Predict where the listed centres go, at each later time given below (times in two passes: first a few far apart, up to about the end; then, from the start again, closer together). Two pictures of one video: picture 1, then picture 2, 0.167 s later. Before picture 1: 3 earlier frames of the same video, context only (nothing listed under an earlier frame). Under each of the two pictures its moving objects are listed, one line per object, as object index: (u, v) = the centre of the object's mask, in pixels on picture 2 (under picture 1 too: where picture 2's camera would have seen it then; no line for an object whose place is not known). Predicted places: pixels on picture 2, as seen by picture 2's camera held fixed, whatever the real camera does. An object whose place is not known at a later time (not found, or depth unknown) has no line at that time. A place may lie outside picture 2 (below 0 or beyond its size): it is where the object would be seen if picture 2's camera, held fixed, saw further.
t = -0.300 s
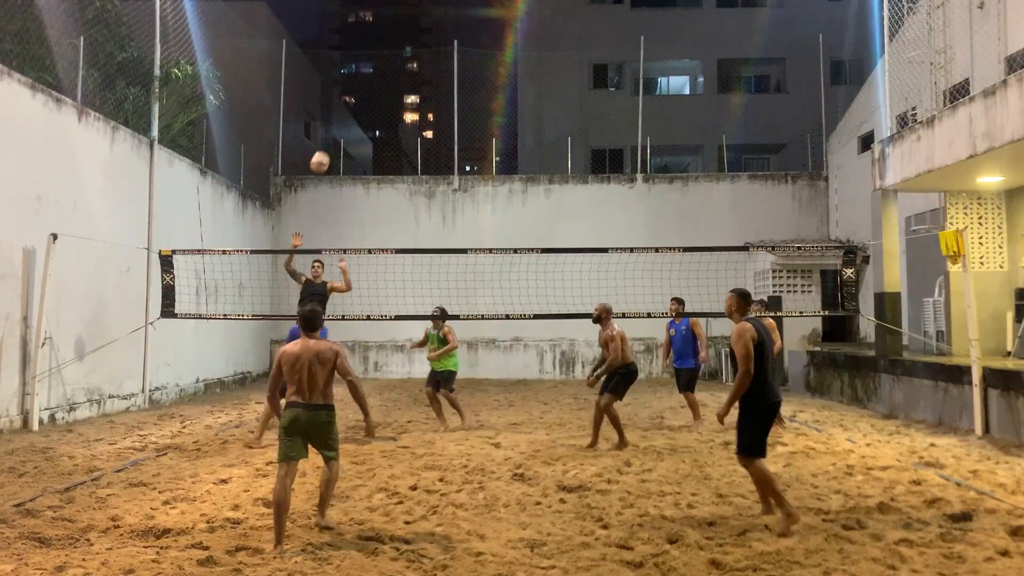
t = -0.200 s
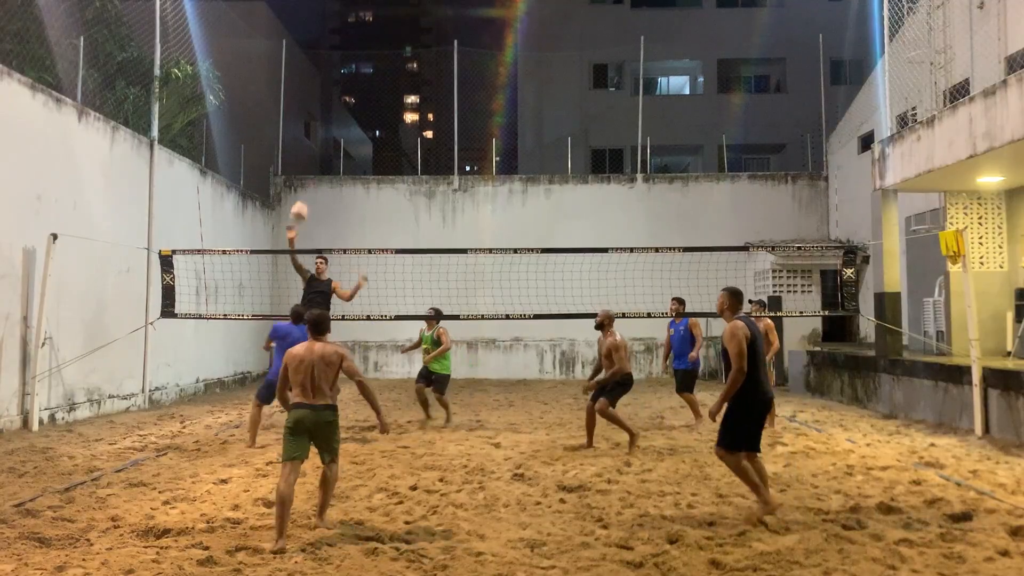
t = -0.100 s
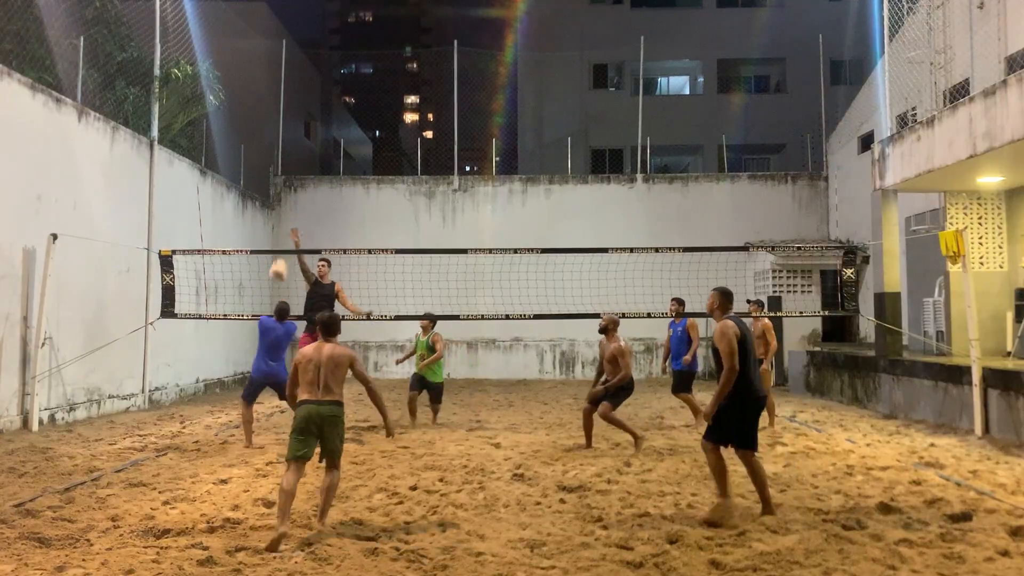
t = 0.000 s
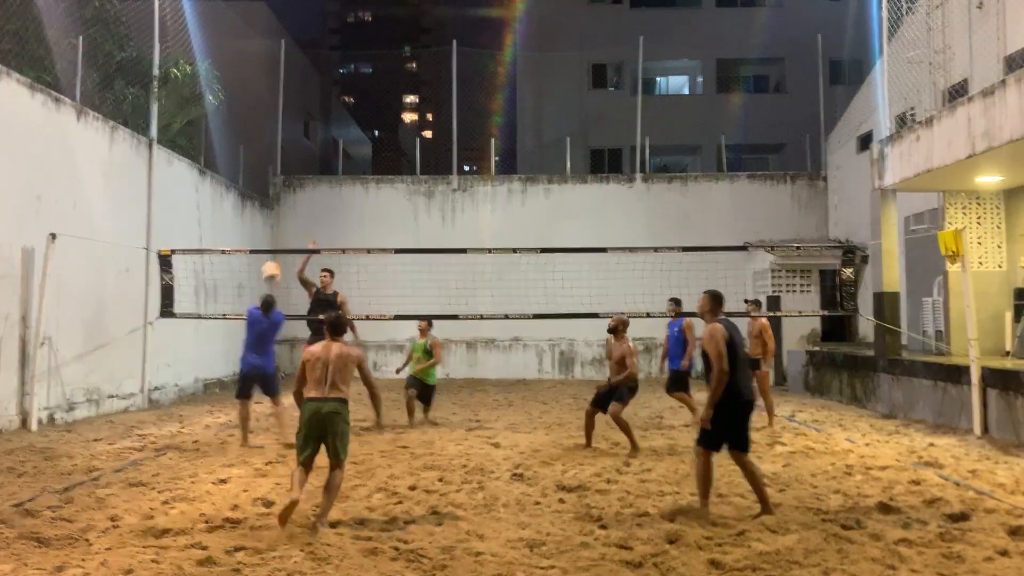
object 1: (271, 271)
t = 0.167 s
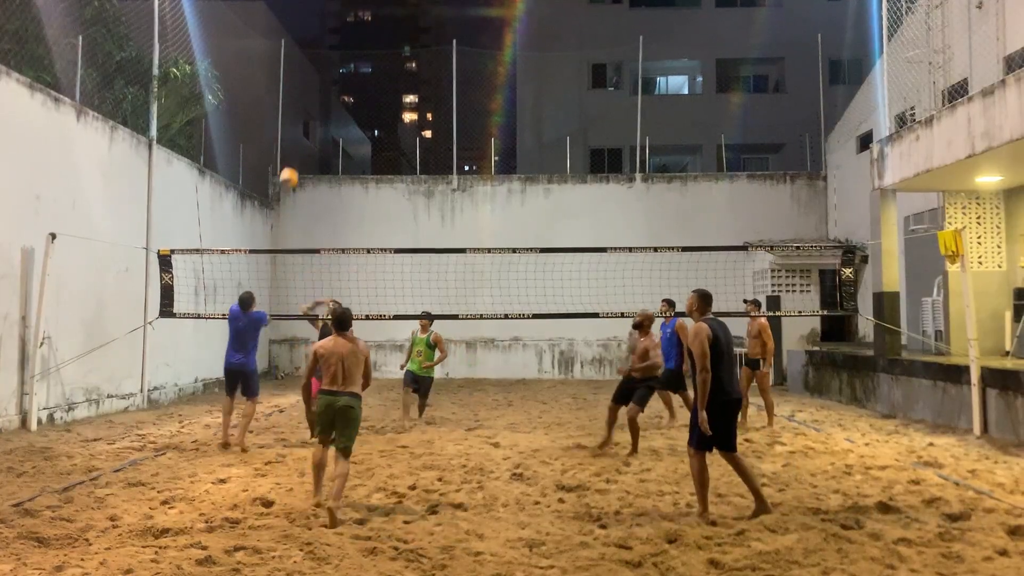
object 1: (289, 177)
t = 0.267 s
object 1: (299, 132)
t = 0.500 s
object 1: (324, 54)
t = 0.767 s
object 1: (353, 19)
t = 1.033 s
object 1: (384, 48)
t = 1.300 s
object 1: (417, 150)
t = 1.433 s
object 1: (434, 230)
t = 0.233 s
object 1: (296, 147)
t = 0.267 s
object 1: (299, 132)
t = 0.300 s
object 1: (303, 118)
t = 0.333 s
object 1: (306, 106)
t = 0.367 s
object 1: (310, 94)
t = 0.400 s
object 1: (313, 82)
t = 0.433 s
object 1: (317, 72)
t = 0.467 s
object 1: (320, 62)
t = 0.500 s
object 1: (324, 54)
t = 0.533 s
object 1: (327, 46)
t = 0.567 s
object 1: (331, 39)
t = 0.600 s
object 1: (334, 34)
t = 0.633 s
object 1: (338, 29)
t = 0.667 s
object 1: (342, 25)
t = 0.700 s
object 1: (346, 22)
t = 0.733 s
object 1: (349, 20)
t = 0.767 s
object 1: (353, 19)
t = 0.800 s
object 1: (356, 20)
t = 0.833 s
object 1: (360, 20)
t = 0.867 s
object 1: (364, 22)
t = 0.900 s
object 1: (368, 25)
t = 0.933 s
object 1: (372, 29)
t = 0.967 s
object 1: (376, 35)
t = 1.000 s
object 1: (380, 41)
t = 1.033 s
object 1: (384, 48)
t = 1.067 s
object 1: (388, 57)
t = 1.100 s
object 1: (392, 67)
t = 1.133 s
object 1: (396, 78)
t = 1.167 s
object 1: (400, 89)
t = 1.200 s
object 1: (404, 102)
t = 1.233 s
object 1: (409, 117)
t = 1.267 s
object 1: (413, 133)
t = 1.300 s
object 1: (417, 150)
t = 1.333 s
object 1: (422, 167)
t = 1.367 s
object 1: (426, 187)
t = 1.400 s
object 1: (429, 208)
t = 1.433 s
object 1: (434, 230)
